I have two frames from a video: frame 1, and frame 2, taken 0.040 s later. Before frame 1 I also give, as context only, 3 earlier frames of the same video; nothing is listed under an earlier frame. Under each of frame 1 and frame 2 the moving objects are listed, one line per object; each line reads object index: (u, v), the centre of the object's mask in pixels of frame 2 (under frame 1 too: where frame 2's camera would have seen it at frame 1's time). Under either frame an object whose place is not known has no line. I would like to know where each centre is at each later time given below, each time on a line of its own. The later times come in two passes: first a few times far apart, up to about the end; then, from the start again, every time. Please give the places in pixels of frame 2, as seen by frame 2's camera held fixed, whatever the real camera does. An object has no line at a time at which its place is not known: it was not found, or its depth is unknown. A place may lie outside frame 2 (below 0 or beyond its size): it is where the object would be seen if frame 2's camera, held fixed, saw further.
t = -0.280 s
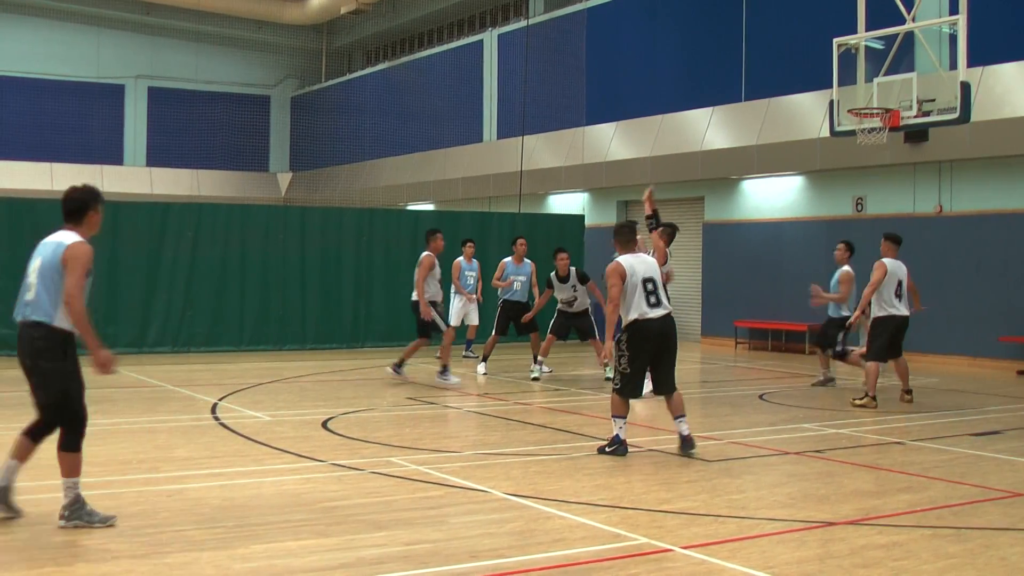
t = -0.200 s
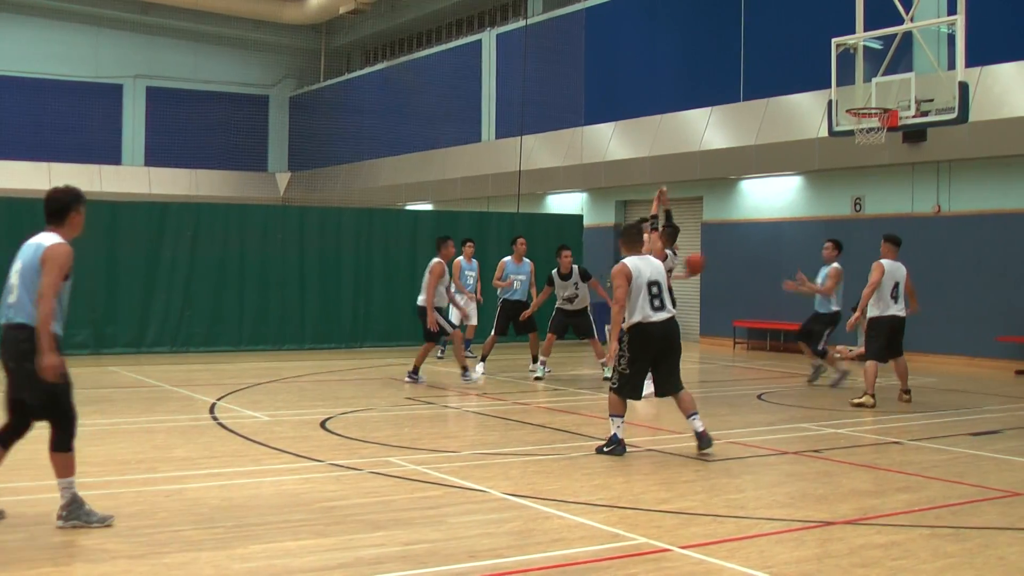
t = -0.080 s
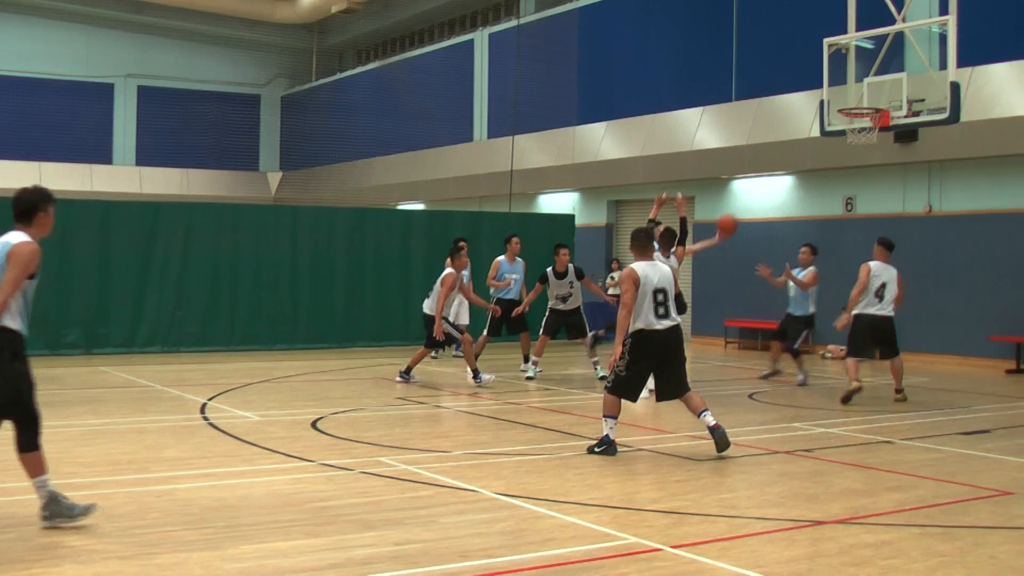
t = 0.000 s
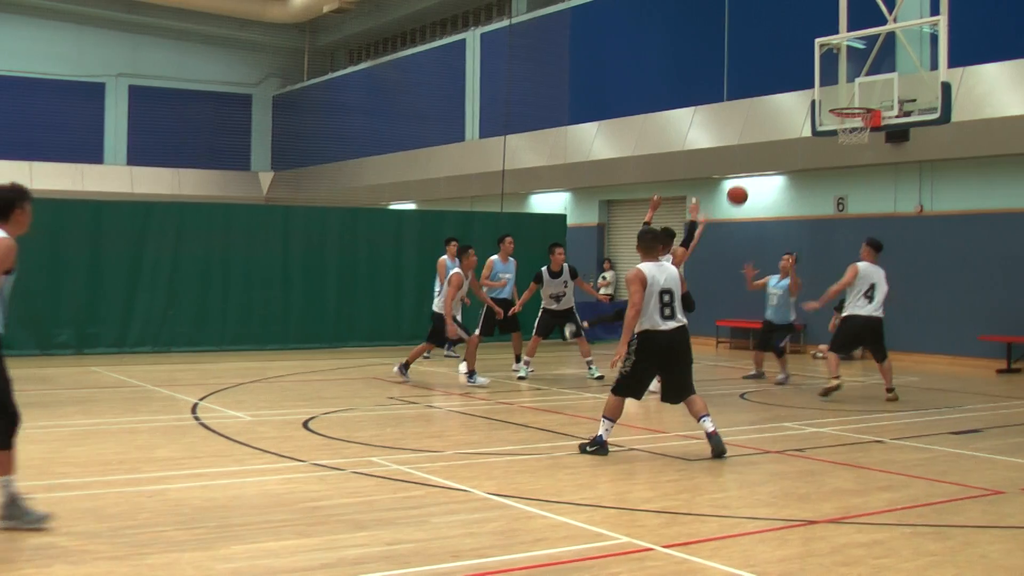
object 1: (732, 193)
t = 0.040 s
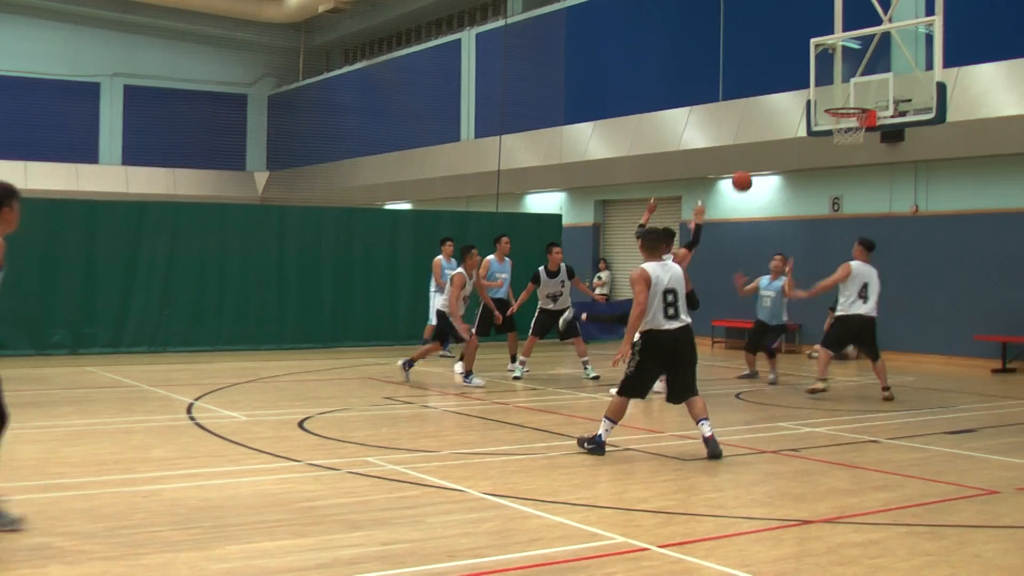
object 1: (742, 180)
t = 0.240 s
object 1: (789, 135)
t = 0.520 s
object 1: (843, 122)
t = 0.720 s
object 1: (831, 164)
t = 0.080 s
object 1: (752, 169)
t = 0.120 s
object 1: (761, 159)
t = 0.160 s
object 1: (770, 150)
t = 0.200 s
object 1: (780, 141)
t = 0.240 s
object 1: (789, 135)
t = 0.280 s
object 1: (799, 129)
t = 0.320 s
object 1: (808, 126)
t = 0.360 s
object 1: (818, 124)
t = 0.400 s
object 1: (826, 124)
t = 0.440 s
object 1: (834, 122)
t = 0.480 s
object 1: (844, 122)
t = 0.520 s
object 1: (843, 122)
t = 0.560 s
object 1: (839, 127)
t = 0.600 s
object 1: (836, 138)
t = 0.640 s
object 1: (836, 146)
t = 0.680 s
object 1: (834, 154)
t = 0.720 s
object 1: (831, 164)
